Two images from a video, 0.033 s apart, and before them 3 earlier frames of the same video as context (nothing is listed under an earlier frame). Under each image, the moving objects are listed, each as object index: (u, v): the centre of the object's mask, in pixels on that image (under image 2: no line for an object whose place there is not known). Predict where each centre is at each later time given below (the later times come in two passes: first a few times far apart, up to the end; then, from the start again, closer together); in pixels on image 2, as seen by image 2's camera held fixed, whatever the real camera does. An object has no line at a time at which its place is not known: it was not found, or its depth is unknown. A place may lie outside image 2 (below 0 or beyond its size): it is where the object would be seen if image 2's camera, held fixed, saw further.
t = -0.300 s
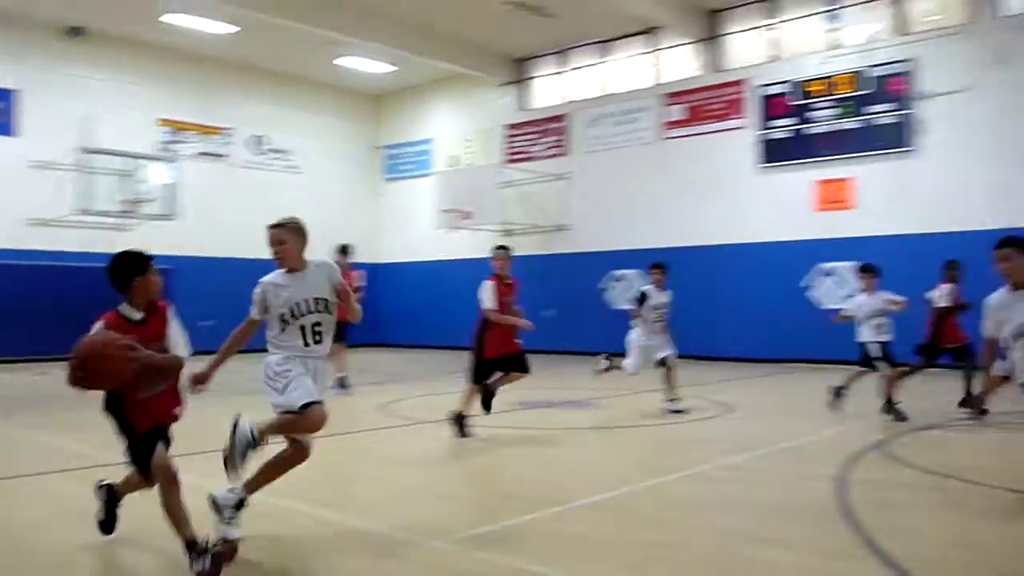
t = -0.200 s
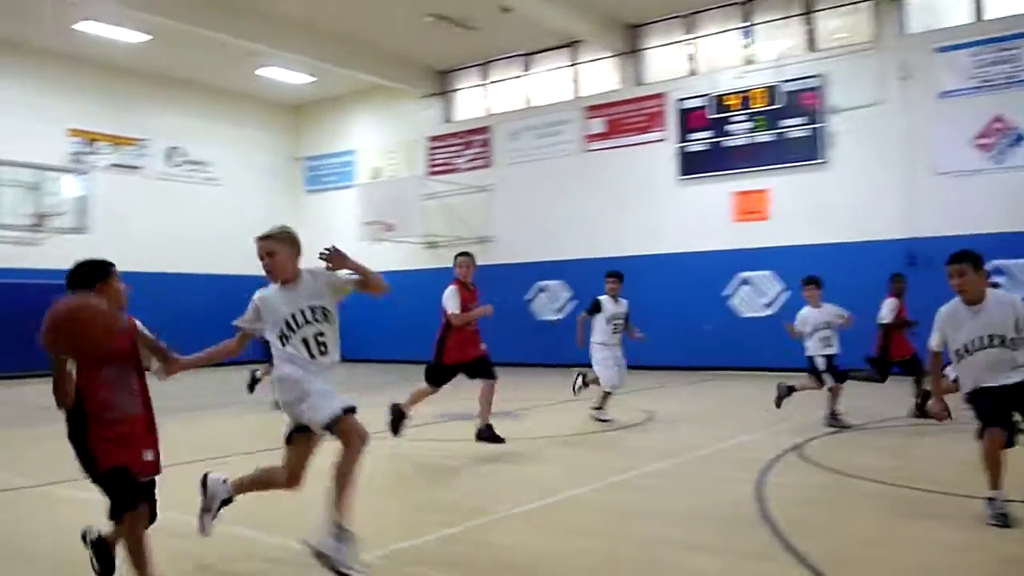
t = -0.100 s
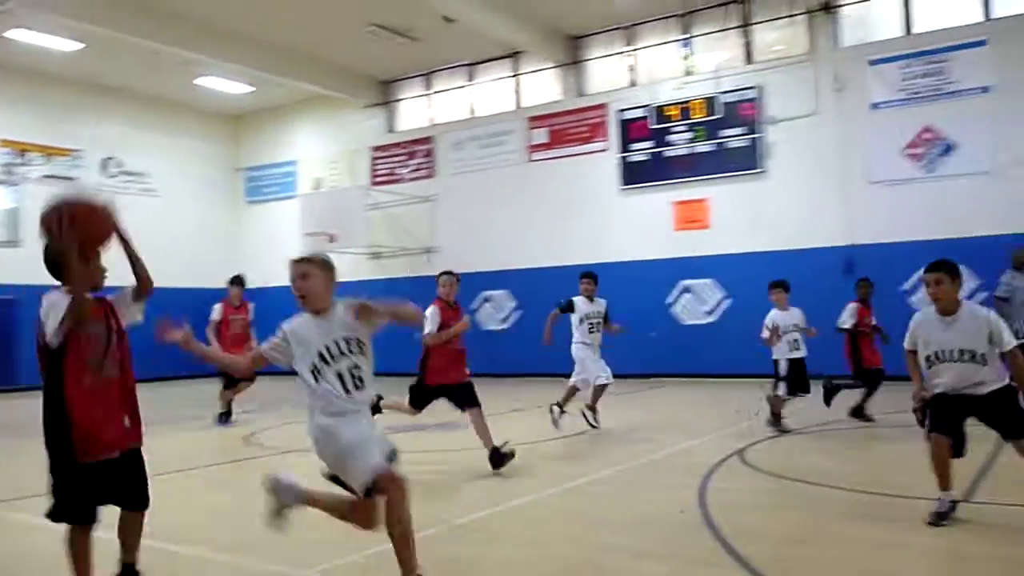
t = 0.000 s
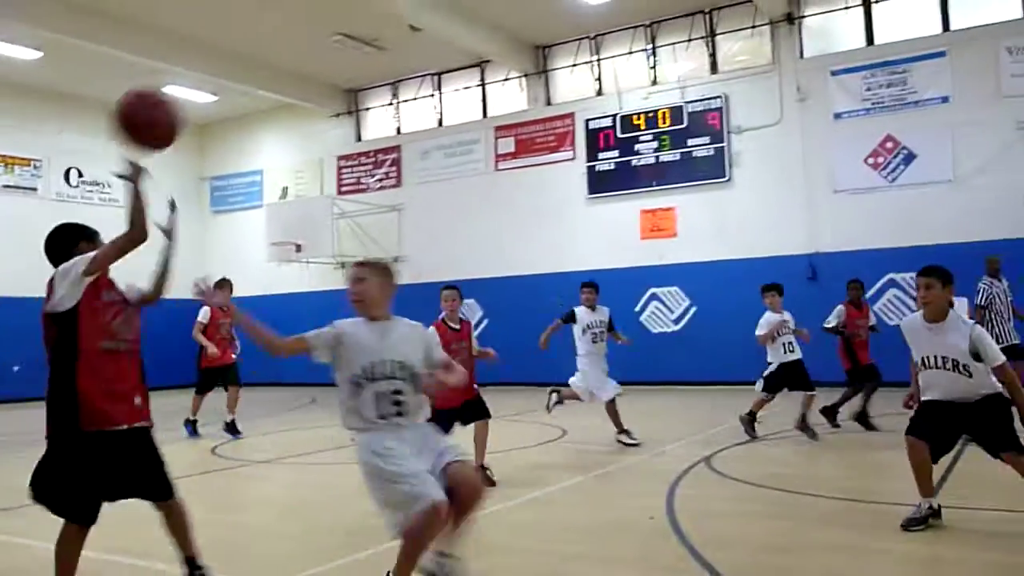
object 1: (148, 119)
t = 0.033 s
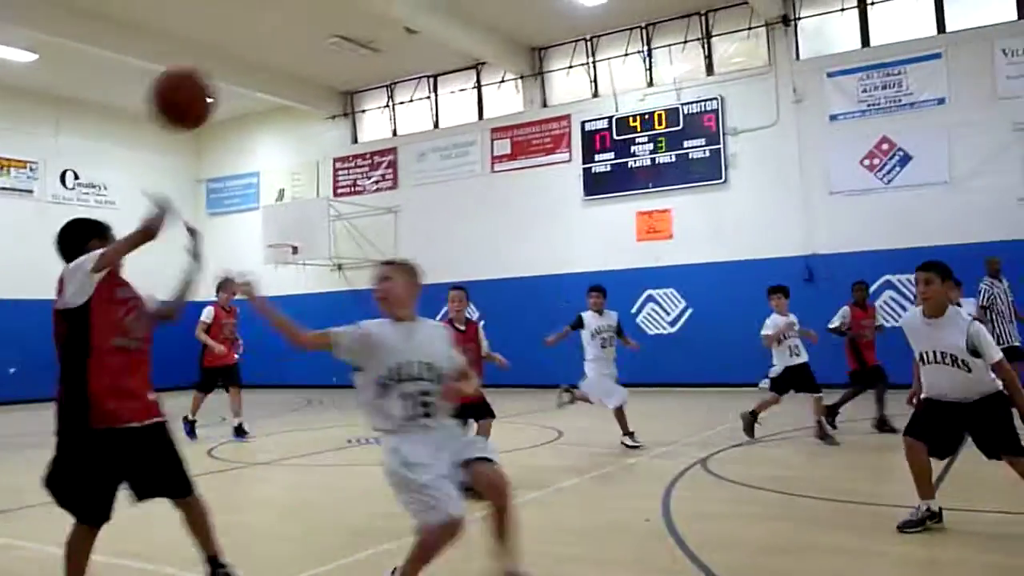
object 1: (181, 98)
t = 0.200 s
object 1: (340, 42)
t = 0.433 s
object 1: (498, 73)
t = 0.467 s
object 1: (517, 85)
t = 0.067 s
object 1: (219, 79)
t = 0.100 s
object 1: (252, 65)
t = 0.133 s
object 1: (284, 54)
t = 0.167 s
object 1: (313, 47)
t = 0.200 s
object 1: (340, 42)
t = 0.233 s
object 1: (366, 40)
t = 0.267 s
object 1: (391, 40)
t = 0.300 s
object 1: (415, 43)
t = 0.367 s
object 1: (458, 54)
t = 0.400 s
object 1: (479, 62)
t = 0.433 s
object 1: (498, 73)
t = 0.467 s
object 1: (517, 85)
